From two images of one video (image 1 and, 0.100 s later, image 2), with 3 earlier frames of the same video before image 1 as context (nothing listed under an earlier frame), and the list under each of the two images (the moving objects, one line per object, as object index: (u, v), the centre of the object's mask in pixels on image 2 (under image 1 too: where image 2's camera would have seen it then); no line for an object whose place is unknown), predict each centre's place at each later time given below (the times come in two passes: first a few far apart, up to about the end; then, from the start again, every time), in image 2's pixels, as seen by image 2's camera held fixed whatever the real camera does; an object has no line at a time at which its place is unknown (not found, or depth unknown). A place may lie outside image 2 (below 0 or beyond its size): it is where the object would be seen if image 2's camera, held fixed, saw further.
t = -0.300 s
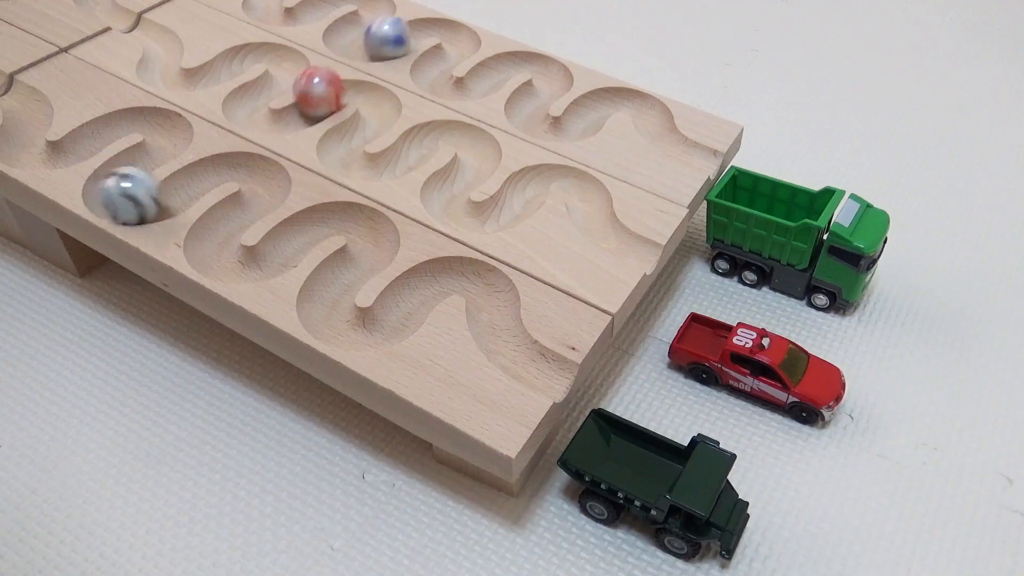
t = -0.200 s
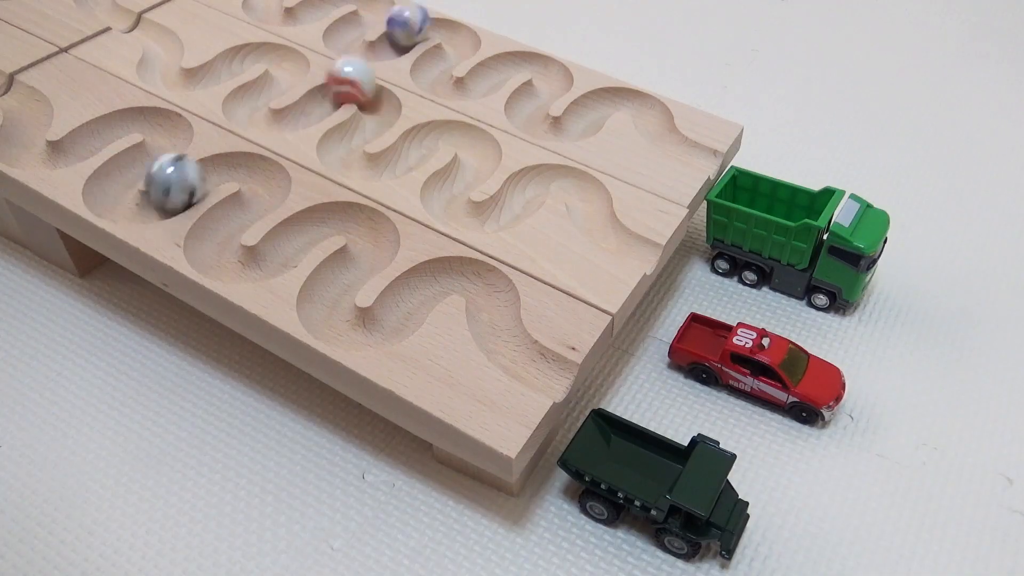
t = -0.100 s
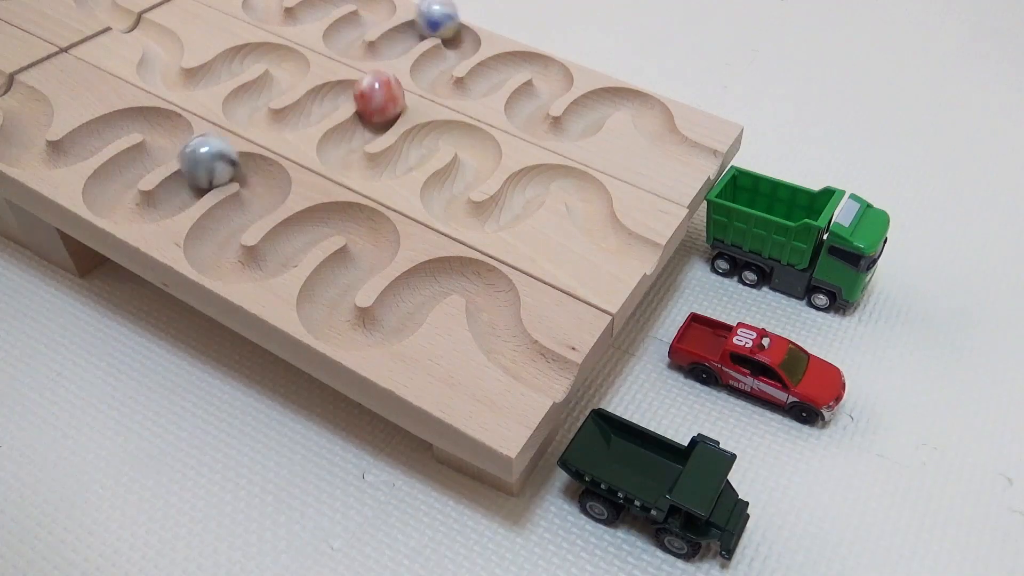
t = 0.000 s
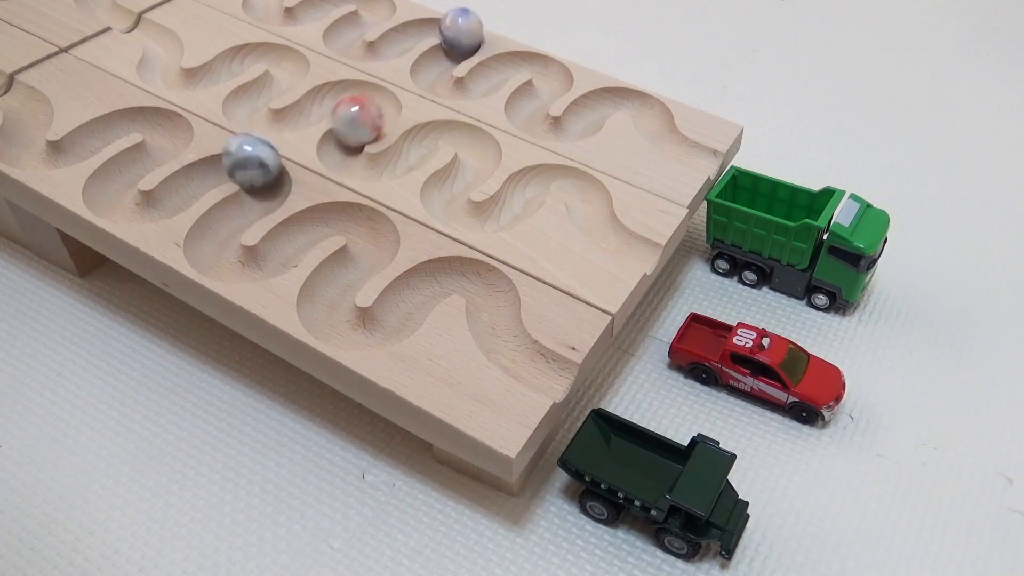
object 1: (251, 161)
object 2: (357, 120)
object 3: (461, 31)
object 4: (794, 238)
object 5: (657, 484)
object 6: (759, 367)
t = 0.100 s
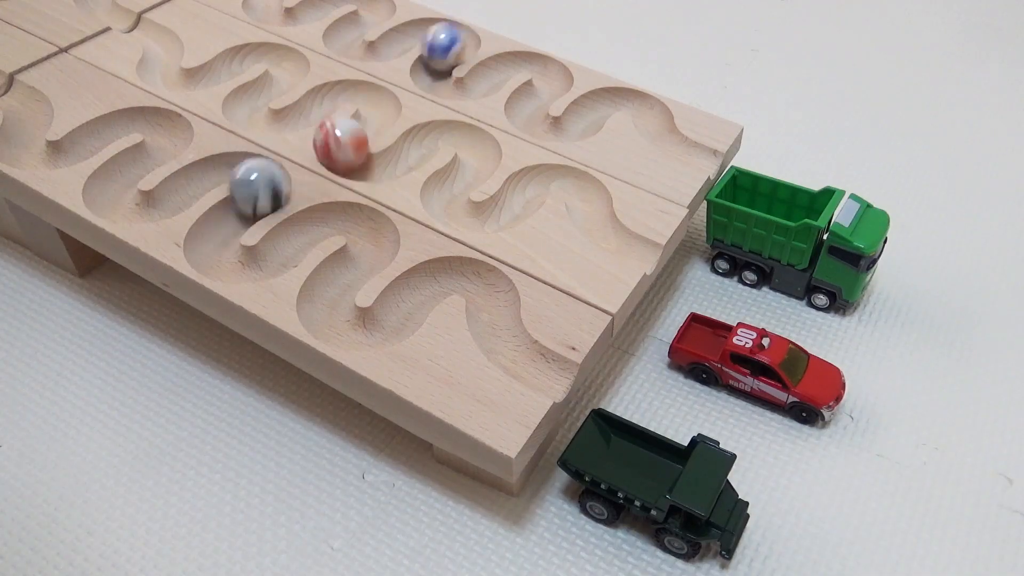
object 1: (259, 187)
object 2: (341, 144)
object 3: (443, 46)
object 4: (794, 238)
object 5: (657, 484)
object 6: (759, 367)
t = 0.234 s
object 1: (212, 226)
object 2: (405, 152)
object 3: (436, 71)
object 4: (794, 238)
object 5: (657, 484)
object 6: (759, 367)
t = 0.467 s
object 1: (291, 229)
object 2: (476, 133)
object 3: (504, 57)
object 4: (794, 238)
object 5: (657, 484)
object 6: (759, 367)
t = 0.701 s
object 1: (372, 233)
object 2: (449, 194)
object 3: (545, 81)
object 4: (794, 238)
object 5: (657, 484)
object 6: (759, 367)
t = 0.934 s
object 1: (333, 311)
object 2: (531, 175)
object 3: (569, 118)
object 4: (794, 238)
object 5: (657, 484)
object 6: (759, 367)
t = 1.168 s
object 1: (434, 271)
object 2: (600, 214)
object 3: (635, 91)
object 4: (794, 238)
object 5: (657, 484)
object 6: (759, 367)
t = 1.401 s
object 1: (504, 327)
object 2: (709, 321)
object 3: (703, 144)
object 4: (794, 238)
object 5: (657, 484)
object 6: (776, 369)
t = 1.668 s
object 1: (653, 460)
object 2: (716, 320)
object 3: (823, 219)
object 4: (823, 249)
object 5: (671, 495)
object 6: (775, 375)
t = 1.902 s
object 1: (668, 466)
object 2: (715, 319)
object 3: (834, 225)
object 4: (835, 253)
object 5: (678, 498)
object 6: (774, 374)
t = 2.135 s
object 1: (668, 466)
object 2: (715, 319)
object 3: (833, 225)
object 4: (835, 253)
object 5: (679, 498)
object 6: (774, 374)
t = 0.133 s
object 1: (245, 196)
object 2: (348, 151)
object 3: (436, 52)
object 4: (794, 238)
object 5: (657, 484)
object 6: (759, 367)
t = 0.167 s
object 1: (230, 205)
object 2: (365, 156)
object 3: (434, 60)
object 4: (794, 238)
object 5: (657, 484)
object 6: (759, 367)
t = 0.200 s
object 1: (221, 215)
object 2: (384, 156)
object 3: (432, 65)
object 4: (794, 238)
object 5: (657, 484)
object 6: (759, 367)
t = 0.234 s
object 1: (212, 226)
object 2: (405, 152)
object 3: (436, 71)
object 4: (794, 238)
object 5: (657, 484)
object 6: (759, 367)
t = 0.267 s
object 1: (210, 235)
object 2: (417, 146)
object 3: (447, 76)
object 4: (794, 238)
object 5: (657, 484)
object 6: (759, 367)
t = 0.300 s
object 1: (216, 247)
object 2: (418, 136)
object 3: (462, 79)
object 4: (794, 238)
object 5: (657, 484)
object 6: (759, 367)
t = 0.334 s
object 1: (229, 254)
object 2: (424, 129)
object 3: (473, 77)
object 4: (794, 238)
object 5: (657, 484)
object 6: (759, 367)
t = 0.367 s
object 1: (253, 253)
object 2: (436, 125)
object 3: (483, 73)
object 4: (794, 238)
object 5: (657, 484)
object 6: (759, 367)
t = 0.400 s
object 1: (268, 248)
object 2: (452, 123)
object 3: (488, 68)
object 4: (794, 238)
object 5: (657, 484)
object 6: (759, 367)
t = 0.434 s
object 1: (282, 238)
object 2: (466, 126)
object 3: (496, 63)
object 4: (794, 238)
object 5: (657, 484)
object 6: (759, 367)
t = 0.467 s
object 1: (291, 229)
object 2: (476, 133)
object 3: (504, 57)
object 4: (794, 238)
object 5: (657, 484)
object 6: (759, 367)
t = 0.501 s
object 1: (302, 220)
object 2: (479, 144)
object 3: (515, 53)
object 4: (794, 238)
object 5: (657, 483)
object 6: (759, 367)
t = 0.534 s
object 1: (314, 214)
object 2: (476, 153)
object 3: (526, 52)
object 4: (794, 238)
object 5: (657, 483)
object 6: (759, 367)
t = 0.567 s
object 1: (329, 209)
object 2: (469, 161)
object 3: (539, 54)
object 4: (794, 238)
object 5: (657, 484)
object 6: (759, 367)
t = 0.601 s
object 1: (344, 208)
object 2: (460, 168)
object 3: (550, 61)
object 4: (794, 238)
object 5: (657, 483)
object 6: (759, 367)
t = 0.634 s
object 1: (359, 213)
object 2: (449, 176)
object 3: (554, 68)
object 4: (794, 238)
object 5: (657, 484)
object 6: (759, 367)
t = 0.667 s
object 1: (369, 221)
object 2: (445, 184)
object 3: (551, 75)
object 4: (794, 238)
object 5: (657, 483)
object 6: (759, 367)
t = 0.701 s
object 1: (372, 233)
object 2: (449, 194)
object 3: (545, 81)
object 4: (794, 238)
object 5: (657, 484)
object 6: (759, 367)
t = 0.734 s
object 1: (367, 244)
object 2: (460, 202)
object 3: (535, 86)
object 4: (794, 238)
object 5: (657, 483)
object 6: (759, 367)
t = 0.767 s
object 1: (355, 254)
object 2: (476, 207)
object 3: (530, 94)
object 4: (794, 238)
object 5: (657, 484)
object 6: (759, 367)
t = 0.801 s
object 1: (342, 264)
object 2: (493, 207)
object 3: (528, 102)
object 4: (794, 238)
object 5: (657, 484)
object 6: (759, 367)
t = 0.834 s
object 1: (332, 275)
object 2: (507, 200)
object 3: (531, 108)
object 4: (794, 238)
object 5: (657, 484)
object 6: (759, 367)
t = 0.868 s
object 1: (326, 287)
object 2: (518, 191)
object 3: (541, 115)
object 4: (794, 238)
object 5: (657, 483)
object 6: (759, 367)
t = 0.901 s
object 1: (327, 299)
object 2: (525, 183)
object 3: (553, 118)
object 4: (794, 238)
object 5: (657, 484)
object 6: (759, 367)
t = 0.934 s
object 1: (333, 311)
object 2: (531, 175)
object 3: (569, 118)
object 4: (794, 238)
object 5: (657, 484)
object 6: (759, 367)
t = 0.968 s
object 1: (352, 320)
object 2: (544, 170)
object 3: (580, 116)
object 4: (794, 238)
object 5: (657, 484)
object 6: (759, 367)
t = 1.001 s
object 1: (374, 318)
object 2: (559, 169)
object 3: (586, 108)
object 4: (794, 238)
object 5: (657, 483)
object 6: (759, 367)
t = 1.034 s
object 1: (390, 310)
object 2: (576, 174)
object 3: (591, 101)
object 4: (794, 238)
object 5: (657, 484)
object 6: (759, 367)
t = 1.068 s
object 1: (402, 299)
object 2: (587, 181)
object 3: (599, 96)
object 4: (794, 238)
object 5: (657, 484)
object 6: (759, 367)
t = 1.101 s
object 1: (410, 288)
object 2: (591, 193)
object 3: (608, 91)
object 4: (794, 238)
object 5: (657, 484)
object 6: (759, 367)
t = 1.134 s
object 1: (421, 278)
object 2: (594, 203)
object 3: (620, 89)
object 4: (794, 238)
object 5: (657, 484)
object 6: (759, 367)
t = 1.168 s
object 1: (434, 271)
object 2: (600, 214)
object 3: (635, 91)
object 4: (794, 238)
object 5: (657, 484)
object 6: (759, 367)
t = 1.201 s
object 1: (449, 266)
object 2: (613, 225)
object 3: (647, 97)
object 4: (794, 238)
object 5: (657, 484)
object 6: (759, 367)
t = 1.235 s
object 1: (466, 266)
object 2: (632, 236)
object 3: (654, 104)
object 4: (794, 238)
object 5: (657, 484)
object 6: (759, 367)
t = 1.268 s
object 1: (481, 274)
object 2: (649, 242)
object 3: (656, 113)
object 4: (794, 238)
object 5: (657, 484)
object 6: (759, 367)
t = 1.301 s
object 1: (491, 283)
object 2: (670, 253)
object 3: (662, 122)
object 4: (794, 238)
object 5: (657, 484)
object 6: (759, 367)
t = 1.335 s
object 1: (494, 297)
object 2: (686, 279)
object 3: (673, 130)
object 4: (794, 238)
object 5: (657, 484)
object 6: (759, 367)
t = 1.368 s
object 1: (497, 313)
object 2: (703, 325)
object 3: (687, 141)
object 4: (794, 238)
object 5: (657, 484)
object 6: (769, 373)
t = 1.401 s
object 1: (504, 327)
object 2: (709, 321)
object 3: (703, 144)
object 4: (794, 238)
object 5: (657, 484)
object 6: (776, 369)
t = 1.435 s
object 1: (519, 344)
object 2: (717, 321)
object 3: (723, 155)
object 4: (795, 239)
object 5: (657, 484)
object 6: (777, 374)
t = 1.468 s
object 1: (540, 355)
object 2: (719, 320)
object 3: (740, 171)
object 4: (797, 242)
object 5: (657, 484)
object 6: (780, 375)
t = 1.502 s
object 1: (564, 367)
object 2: (719, 320)
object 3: (760, 194)
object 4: (797, 243)
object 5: (657, 483)
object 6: (778, 376)
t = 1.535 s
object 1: (587, 383)
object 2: (717, 319)
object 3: (790, 205)
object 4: (795, 238)
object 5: (658, 485)
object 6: (775, 375)
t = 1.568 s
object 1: (614, 426)
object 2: (716, 319)
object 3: (800, 211)
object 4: (804, 241)
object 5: (666, 492)
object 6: (775, 374)
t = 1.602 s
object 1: (637, 452)
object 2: (717, 320)
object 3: (807, 213)
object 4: (812, 245)
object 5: (663, 490)
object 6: (776, 375)
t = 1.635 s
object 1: (650, 457)
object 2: (716, 320)
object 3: (815, 217)
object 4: (817, 247)
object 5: (664, 492)
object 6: (775, 375)
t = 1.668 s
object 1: (653, 460)
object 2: (716, 320)
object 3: (823, 219)
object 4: (823, 249)
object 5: (671, 495)
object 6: (775, 375)
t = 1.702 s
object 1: (659, 461)
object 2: (715, 319)
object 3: (827, 222)
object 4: (827, 250)
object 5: (675, 495)
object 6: (774, 374)
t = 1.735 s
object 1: (666, 465)
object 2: (716, 319)
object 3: (830, 223)
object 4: (831, 251)
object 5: (677, 496)
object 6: (775, 374)
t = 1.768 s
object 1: (669, 467)
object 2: (715, 319)
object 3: (833, 224)
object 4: (833, 252)
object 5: (680, 499)
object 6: (774, 374)
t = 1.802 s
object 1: (672, 467)
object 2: (715, 319)
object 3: (835, 225)
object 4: (835, 253)
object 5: (681, 500)
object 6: (774, 374)
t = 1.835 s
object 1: (671, 468)
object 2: (715, 319)
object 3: (835, 225)
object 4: (836, 253)
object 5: (679, 500)
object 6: (774, 374)
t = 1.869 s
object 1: (669, 466)
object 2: (715, 319)
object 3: (835, 225)
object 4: (835, 253)
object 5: (678, 499)
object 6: (774, 374)
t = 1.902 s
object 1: (668, 466)
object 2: (715, 319)
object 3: (834, 225)
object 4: (835, 253)
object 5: (678, 498)
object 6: (774, 374)
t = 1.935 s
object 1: (667, 467)
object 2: (715, 319)
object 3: (834, 225)
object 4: (835, 253)
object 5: (678, 498)
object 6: (774, 374)
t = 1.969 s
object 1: (667, 466)
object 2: (715, 319)
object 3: (834, 225)
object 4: (835, 253)
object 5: (679, 498)
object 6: (774, 374)
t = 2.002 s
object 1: (667, 466)
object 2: (715, 319)
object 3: (834, 224)
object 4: (835, 253)
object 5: (679, 498)
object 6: (774, 374)
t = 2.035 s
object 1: (667, 466)
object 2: (715, 319)
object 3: (834, 225)
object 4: (835, 253)
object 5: (679, 498)
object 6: (774, 374)
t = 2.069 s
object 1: (667, 466)
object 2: (715, 319)
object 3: (833, 225)
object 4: (835, 253)
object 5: (679, 498)
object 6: (774, 374)
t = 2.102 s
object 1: (668, 466)
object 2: (715, 319)
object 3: (833, 225)
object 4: (835, 253)
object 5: (679, 498)
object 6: (774, 374)
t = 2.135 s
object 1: (668, 466)
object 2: (715, 319)
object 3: (833, 225)
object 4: (835, 253)
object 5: (679, 498)
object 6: (774, 374)
